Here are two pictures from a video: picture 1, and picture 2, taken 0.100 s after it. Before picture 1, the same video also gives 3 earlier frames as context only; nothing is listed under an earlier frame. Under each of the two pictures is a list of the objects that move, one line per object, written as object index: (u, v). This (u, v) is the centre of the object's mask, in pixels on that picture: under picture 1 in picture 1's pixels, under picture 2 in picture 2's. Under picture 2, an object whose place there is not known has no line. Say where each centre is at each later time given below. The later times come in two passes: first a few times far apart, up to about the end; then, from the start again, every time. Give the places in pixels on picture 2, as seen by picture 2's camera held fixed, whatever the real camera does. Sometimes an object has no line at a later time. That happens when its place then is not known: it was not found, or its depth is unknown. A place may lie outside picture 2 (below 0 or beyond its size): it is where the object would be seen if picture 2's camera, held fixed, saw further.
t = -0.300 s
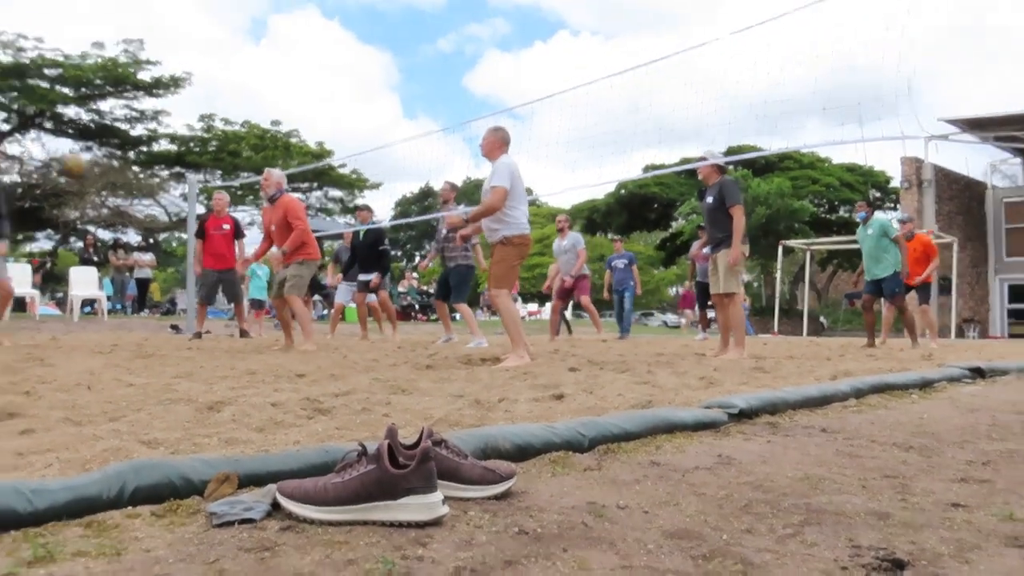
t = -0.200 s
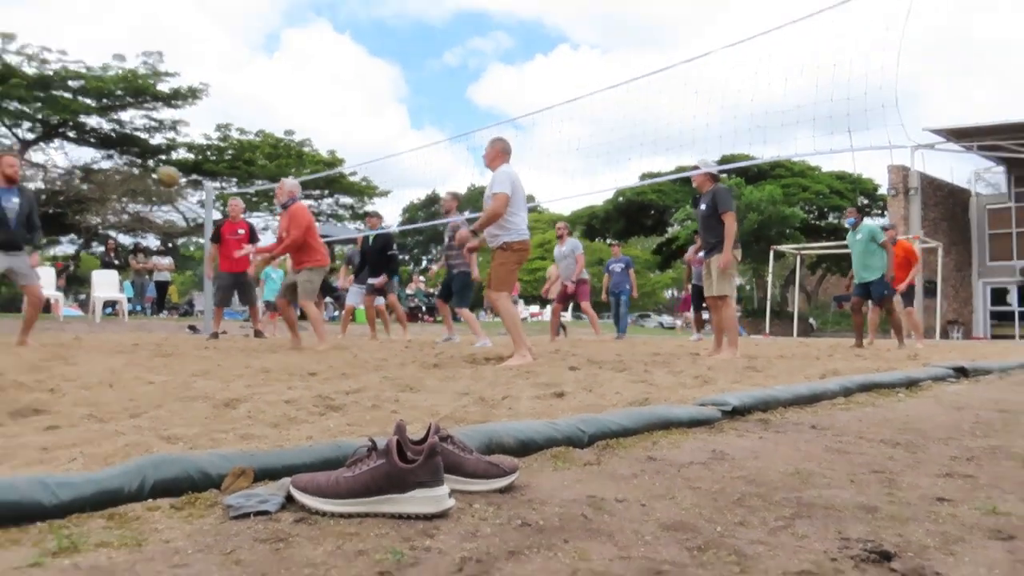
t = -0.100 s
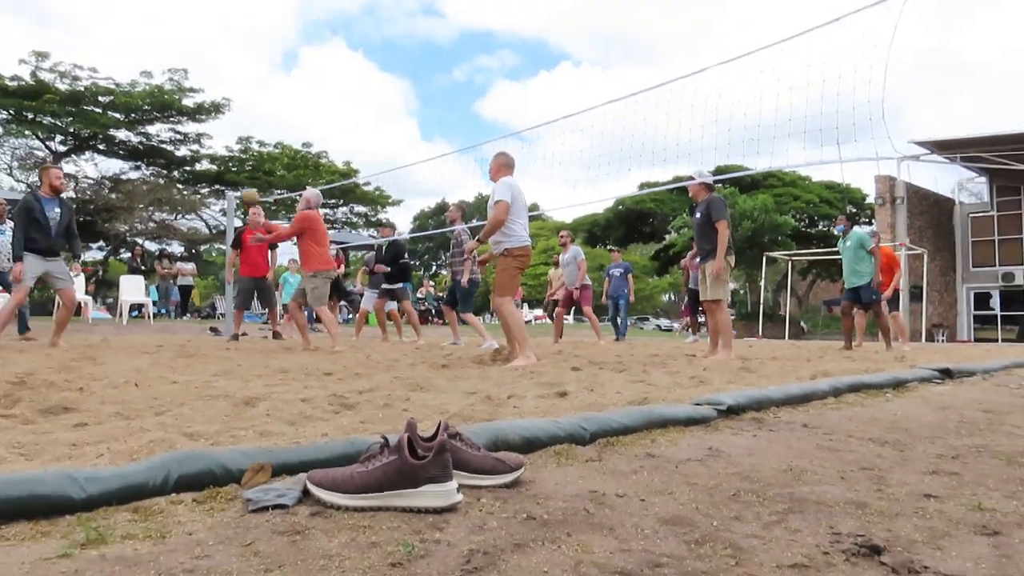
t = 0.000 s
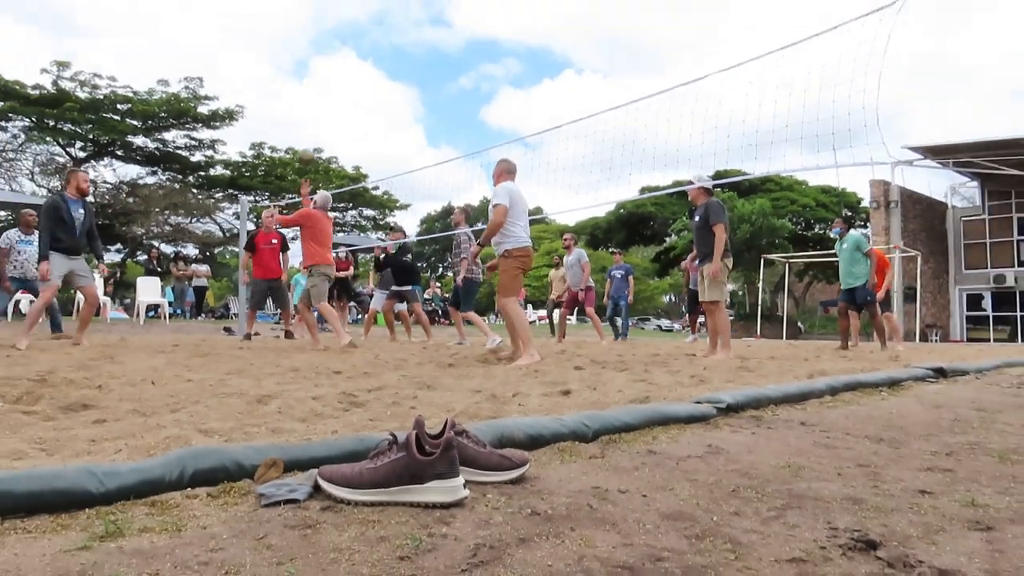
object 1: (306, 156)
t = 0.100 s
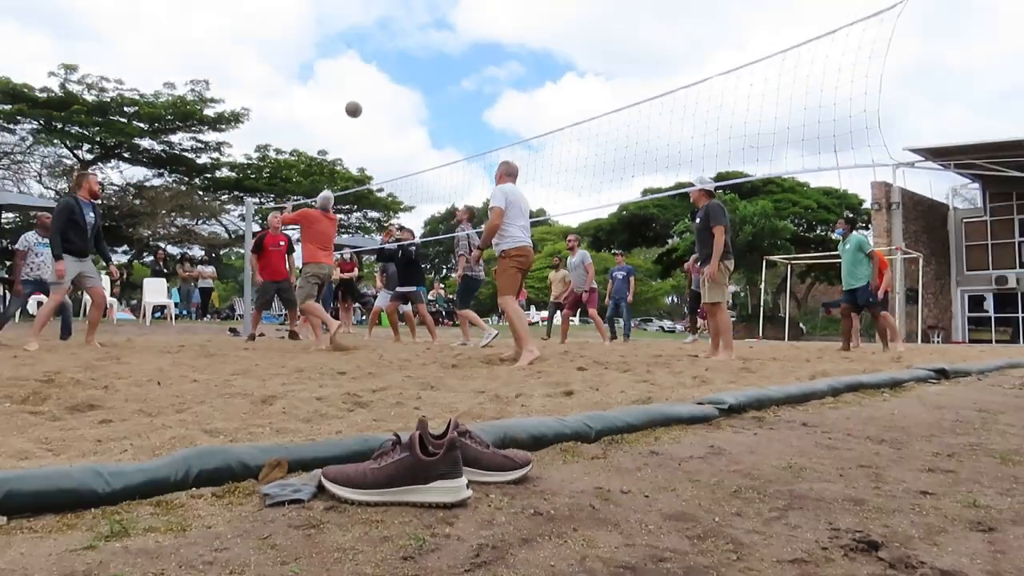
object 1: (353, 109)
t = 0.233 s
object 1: (405, 61)
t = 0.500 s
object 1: (494, 11)
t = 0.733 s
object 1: (558, 13)
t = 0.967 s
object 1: (613, 52)
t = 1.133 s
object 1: (646, 98)
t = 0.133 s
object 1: (366, 95)
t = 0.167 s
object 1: (380, 82)
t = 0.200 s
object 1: (392, 71)
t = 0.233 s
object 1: (405, 61)
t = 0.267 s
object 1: (417, 51)
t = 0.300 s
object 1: (429, 43)
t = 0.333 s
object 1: (441, 35)
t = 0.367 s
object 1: (452, 28)
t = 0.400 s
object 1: (463, 23)
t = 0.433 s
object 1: (474, 18)
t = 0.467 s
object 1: (485, 14)
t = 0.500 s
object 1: (494, 11)
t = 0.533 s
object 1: (504, 9)
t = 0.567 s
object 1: (514, 7)
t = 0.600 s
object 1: (523, 7)
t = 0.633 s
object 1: (532, 8)
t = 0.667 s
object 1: (541, 8)
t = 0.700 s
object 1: (550, 11)
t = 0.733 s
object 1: (558, 13)
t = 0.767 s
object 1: (567, 17)
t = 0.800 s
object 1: (575, 21)
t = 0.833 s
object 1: (583, 26)
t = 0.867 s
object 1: (591, 32)
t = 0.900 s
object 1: (598, 38)
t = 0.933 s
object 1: (605, 45)
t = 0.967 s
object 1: (613, 52)
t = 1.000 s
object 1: (619, 61)
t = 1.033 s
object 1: (626, 69)
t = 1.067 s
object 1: (633, 78)
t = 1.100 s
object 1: (640, 88)
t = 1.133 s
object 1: (646, 98)
